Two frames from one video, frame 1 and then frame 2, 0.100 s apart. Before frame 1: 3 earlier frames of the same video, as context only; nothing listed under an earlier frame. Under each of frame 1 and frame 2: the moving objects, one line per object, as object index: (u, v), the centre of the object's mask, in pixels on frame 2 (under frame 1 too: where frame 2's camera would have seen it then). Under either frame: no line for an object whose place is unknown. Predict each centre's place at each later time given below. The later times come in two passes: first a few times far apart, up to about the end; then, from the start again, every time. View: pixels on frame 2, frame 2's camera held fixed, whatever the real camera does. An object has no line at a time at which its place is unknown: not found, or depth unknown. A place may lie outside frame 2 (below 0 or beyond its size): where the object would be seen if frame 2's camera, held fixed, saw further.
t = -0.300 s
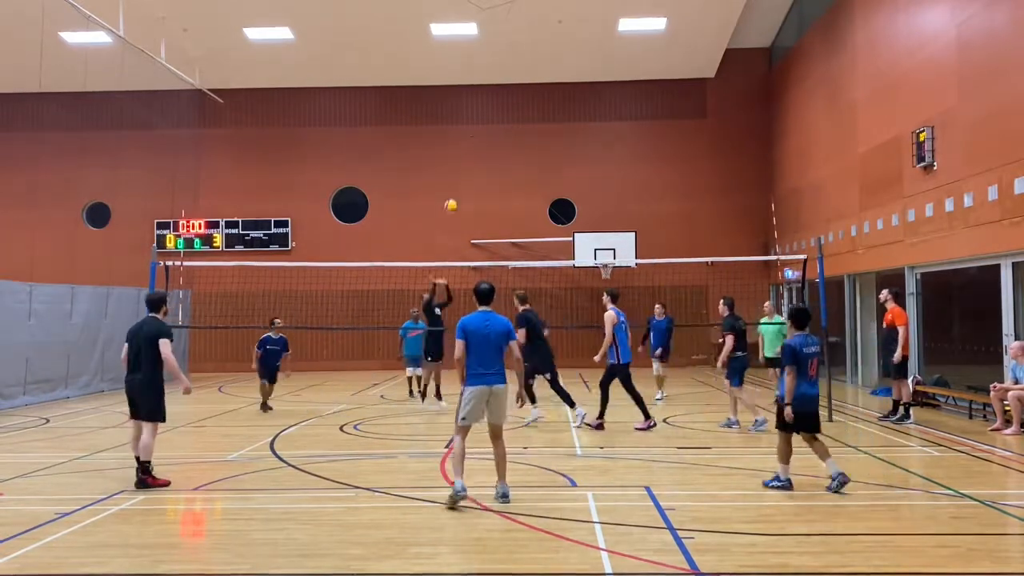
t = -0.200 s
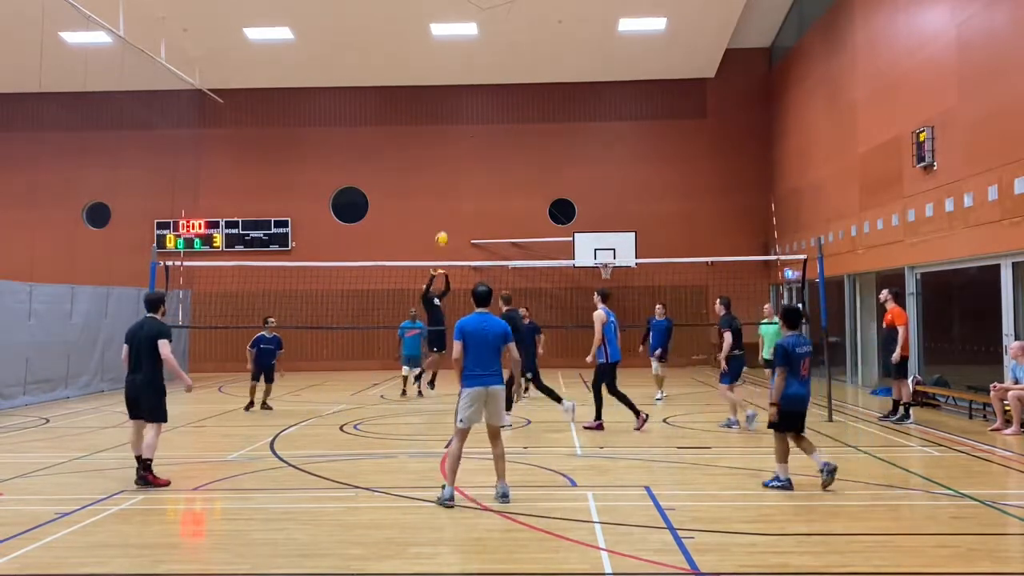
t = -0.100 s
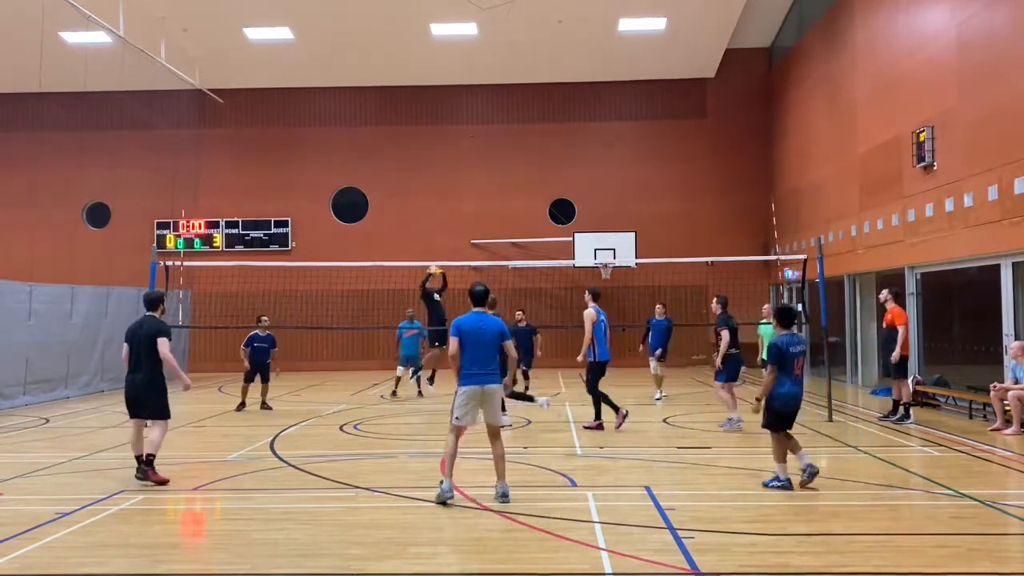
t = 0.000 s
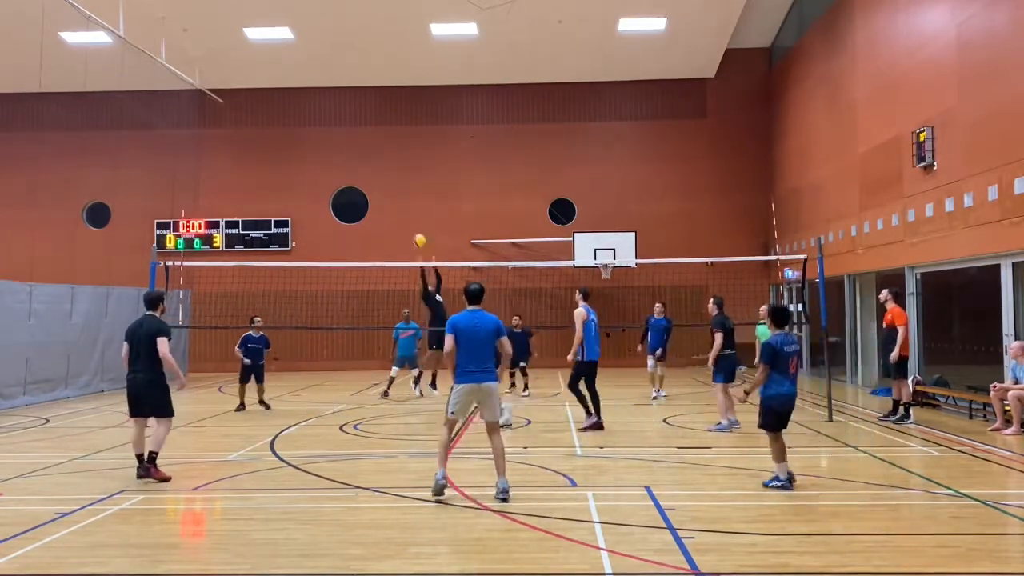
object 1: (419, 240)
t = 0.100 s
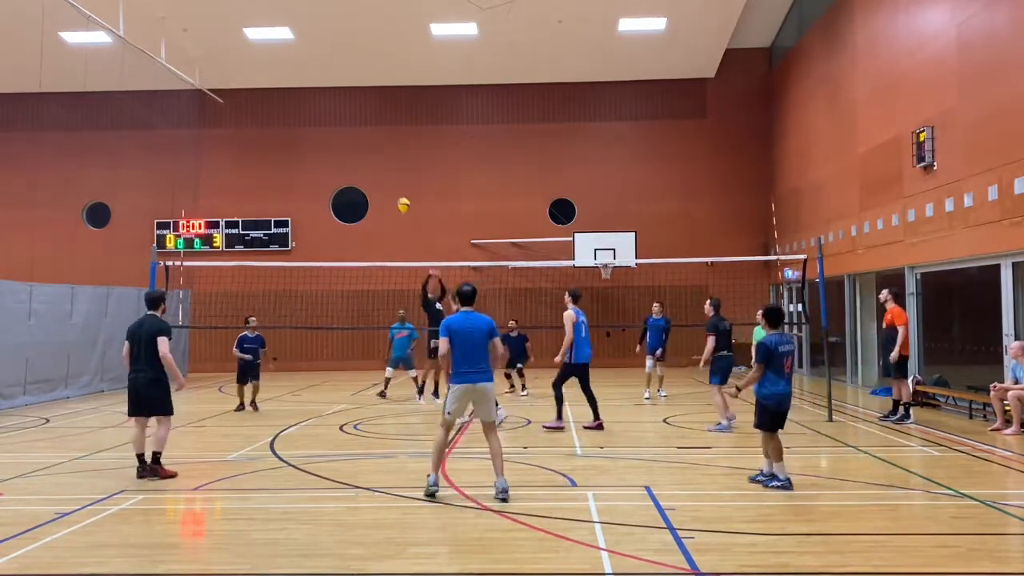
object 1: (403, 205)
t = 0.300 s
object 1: (373, 153)
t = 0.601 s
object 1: (330, 122)
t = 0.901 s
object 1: (290, 144)
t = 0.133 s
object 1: (398, 195)
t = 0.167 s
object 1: (393, 184)
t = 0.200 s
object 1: (388, 176)
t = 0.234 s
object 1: (383, 167)
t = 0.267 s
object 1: (378, 159)
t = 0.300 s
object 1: (373, 153)
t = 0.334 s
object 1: (368, 147)
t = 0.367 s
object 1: (363, 141)
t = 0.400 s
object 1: (358, 136)
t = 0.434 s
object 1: (354, 133)
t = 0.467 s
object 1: (349, 129)
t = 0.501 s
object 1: (344, 126)
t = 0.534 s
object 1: (340, 124)
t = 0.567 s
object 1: (335, 122)
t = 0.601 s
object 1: (330, 122)
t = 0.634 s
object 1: (326, 121)
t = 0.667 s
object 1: (321, 122)
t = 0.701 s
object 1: (316, 123)
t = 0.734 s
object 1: (312, 125)
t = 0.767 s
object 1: (307, 127)
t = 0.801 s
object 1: (303, 130)
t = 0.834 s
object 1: (298, 134)
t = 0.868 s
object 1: (294, 138)
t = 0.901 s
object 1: (290, 144)
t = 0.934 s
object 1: (285, 150)
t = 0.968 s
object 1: (281, 156)
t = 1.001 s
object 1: (276, 163)
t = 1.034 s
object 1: (272, 170)
